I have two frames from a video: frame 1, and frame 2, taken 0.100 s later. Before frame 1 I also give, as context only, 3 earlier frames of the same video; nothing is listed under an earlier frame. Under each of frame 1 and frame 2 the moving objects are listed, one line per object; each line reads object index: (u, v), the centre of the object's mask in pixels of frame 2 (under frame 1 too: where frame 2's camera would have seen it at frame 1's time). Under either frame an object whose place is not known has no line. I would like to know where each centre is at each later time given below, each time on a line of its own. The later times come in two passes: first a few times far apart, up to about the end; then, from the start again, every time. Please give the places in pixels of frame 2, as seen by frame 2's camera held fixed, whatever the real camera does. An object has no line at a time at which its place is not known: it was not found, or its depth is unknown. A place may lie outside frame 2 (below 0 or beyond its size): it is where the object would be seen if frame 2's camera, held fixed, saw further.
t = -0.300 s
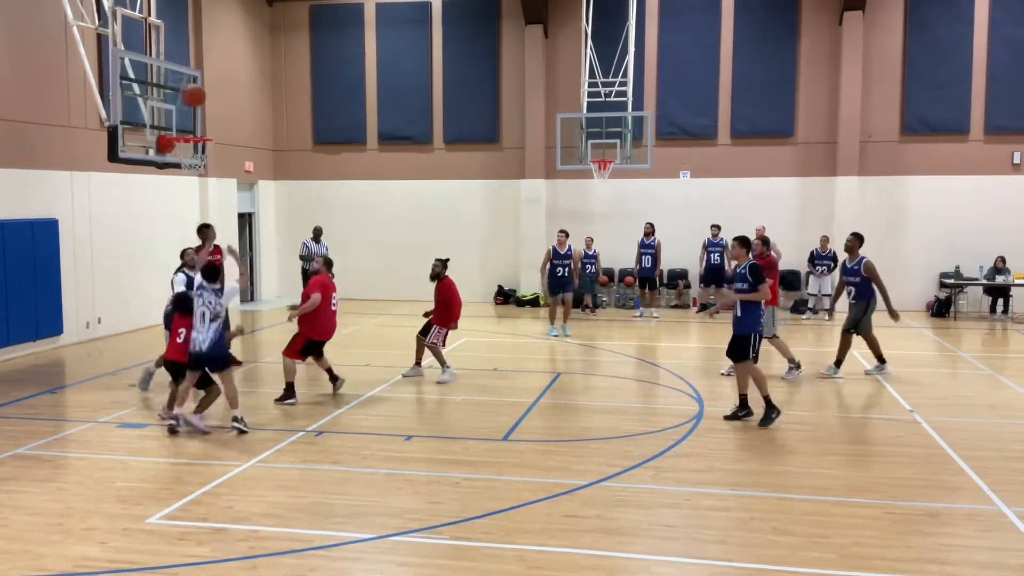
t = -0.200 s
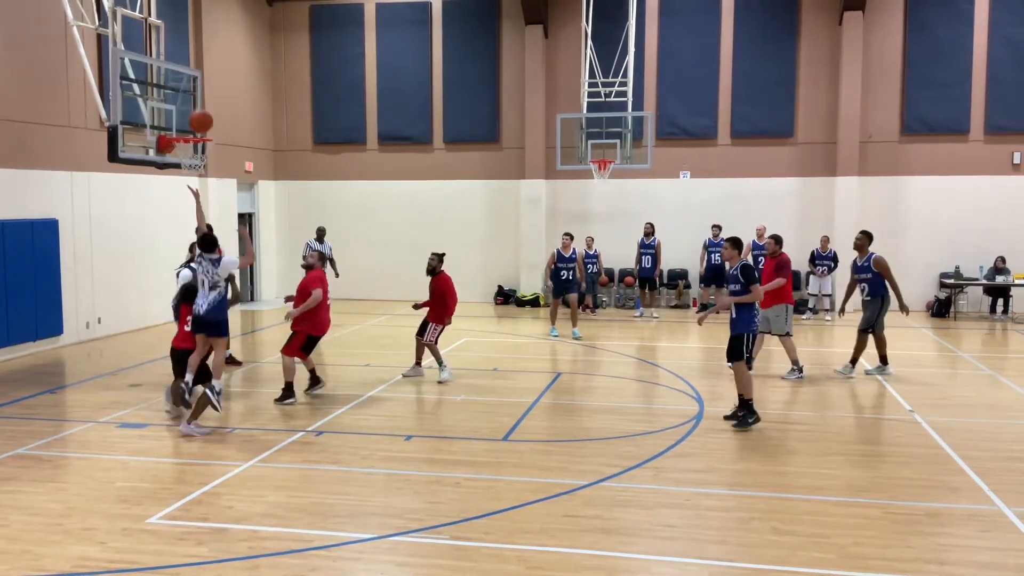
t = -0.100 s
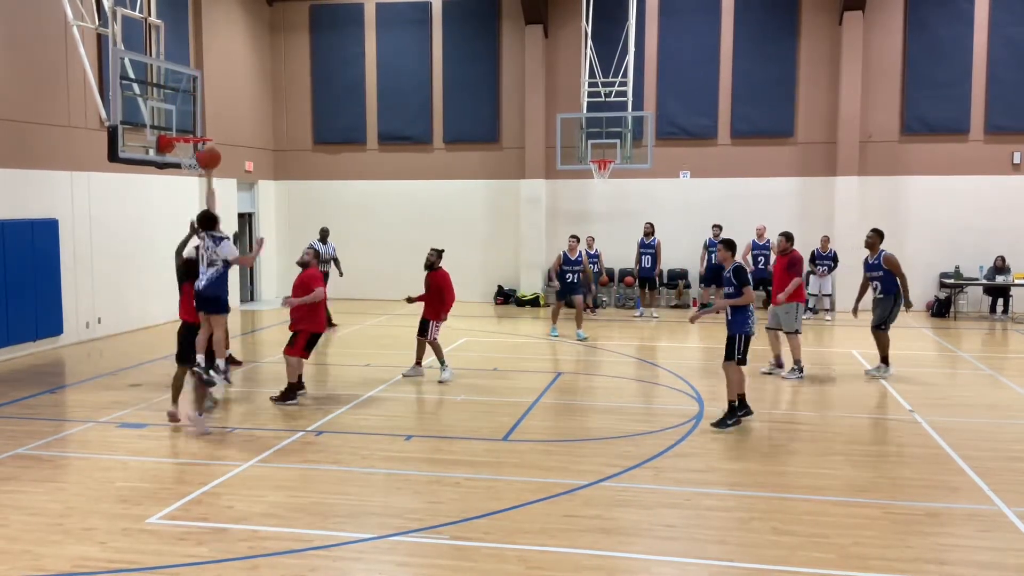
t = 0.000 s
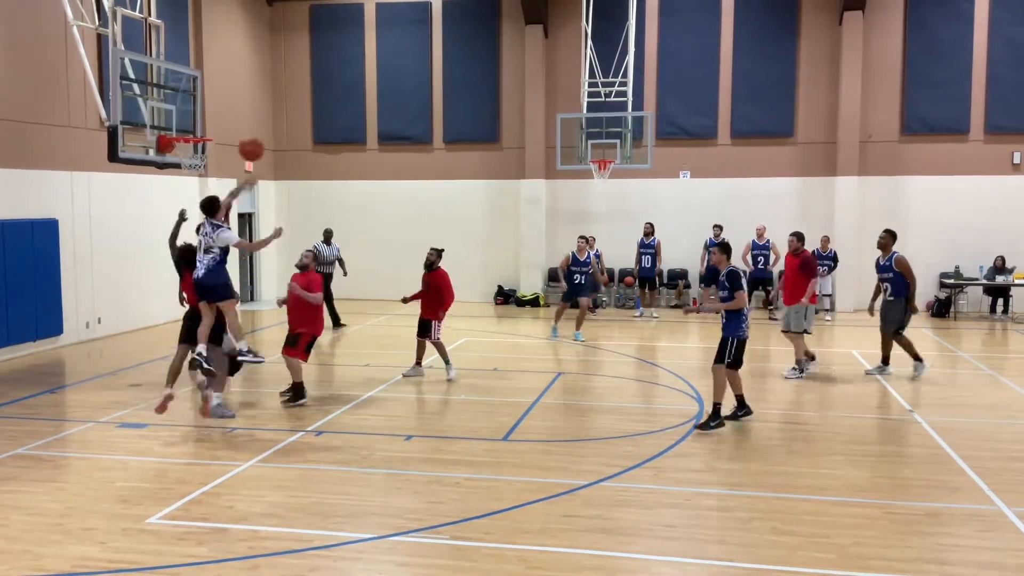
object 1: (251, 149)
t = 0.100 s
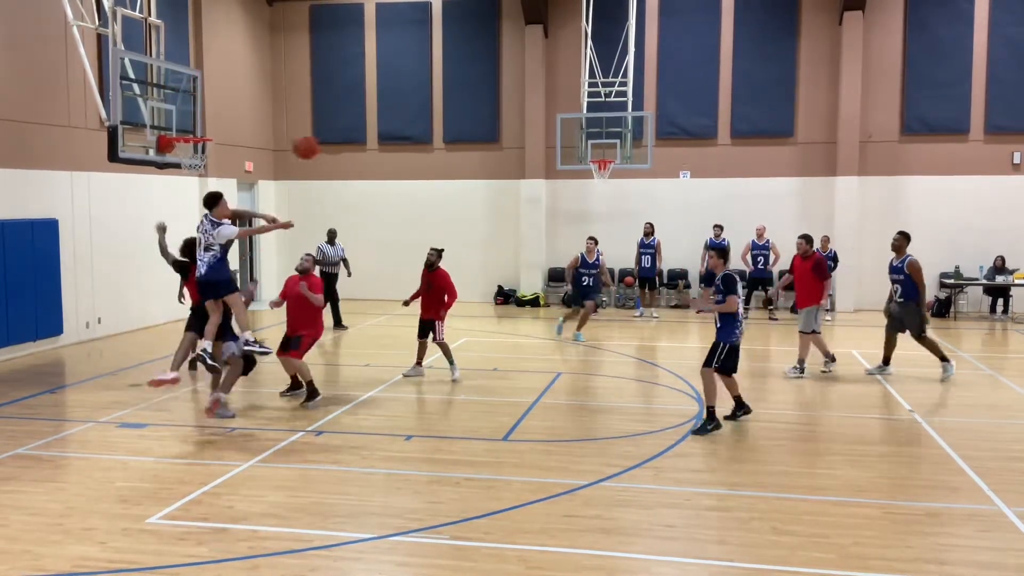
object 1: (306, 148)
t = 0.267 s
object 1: (403, 167)
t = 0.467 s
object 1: (533, 237)
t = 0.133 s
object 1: (325, 148)
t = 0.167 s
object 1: (343, 151)
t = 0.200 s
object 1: (362, 155)
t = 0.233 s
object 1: (383, 162)
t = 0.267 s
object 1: (403, 167)
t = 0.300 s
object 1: (423, 175)
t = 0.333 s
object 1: (445, 185)
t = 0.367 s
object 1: (466, 195)
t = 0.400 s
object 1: (488, 208)
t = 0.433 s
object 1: (510, 221)
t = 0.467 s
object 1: (533, 237)
